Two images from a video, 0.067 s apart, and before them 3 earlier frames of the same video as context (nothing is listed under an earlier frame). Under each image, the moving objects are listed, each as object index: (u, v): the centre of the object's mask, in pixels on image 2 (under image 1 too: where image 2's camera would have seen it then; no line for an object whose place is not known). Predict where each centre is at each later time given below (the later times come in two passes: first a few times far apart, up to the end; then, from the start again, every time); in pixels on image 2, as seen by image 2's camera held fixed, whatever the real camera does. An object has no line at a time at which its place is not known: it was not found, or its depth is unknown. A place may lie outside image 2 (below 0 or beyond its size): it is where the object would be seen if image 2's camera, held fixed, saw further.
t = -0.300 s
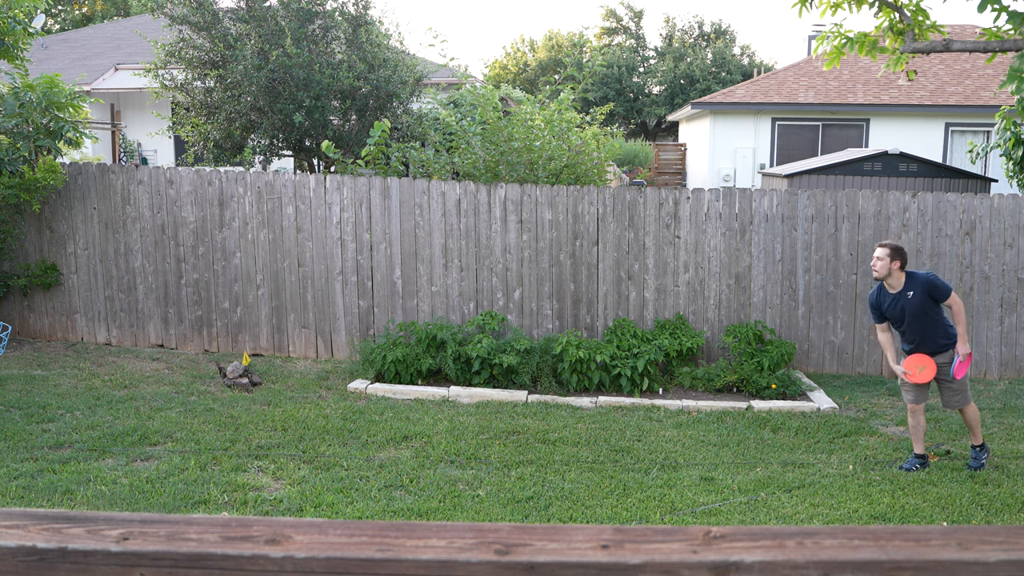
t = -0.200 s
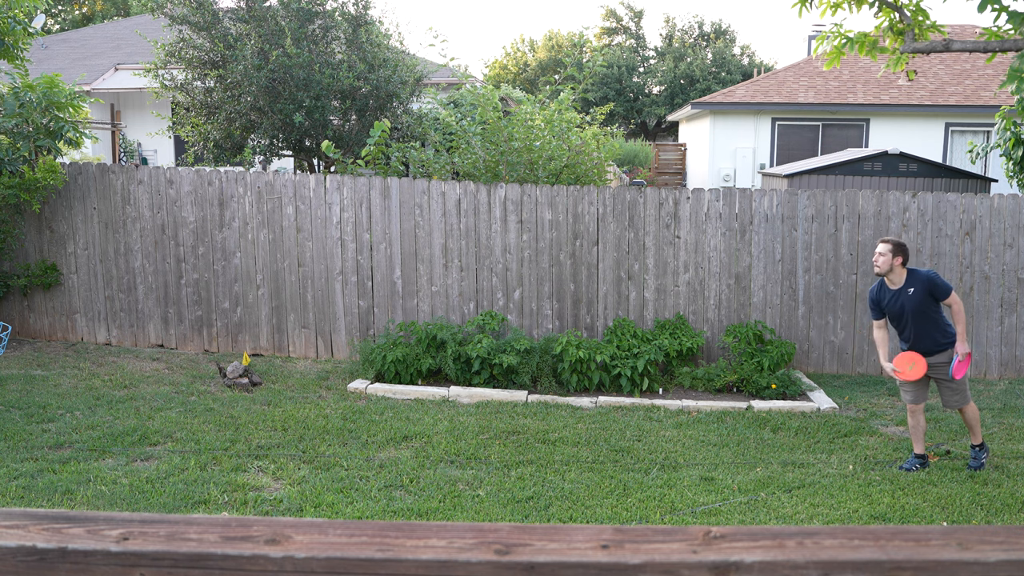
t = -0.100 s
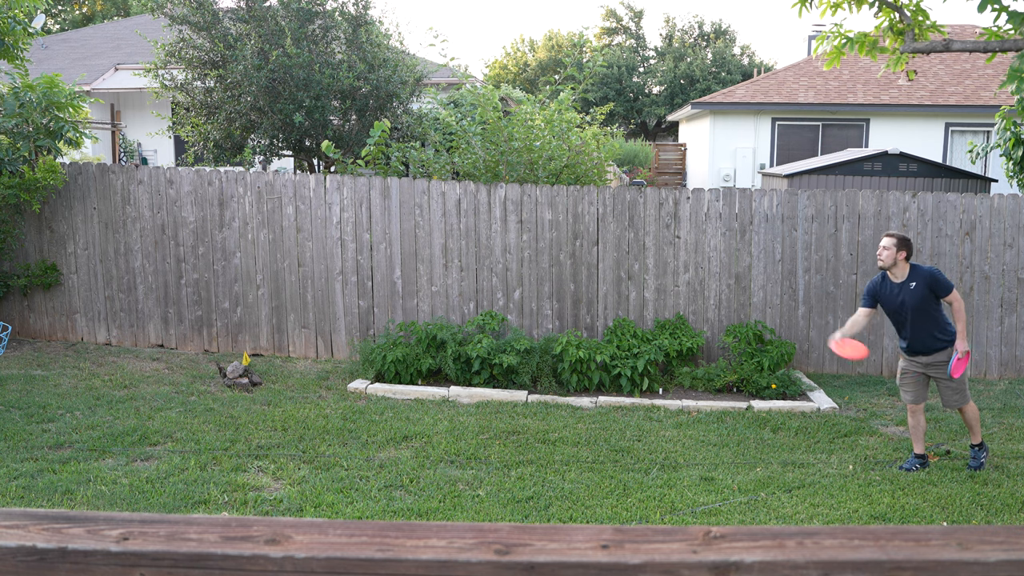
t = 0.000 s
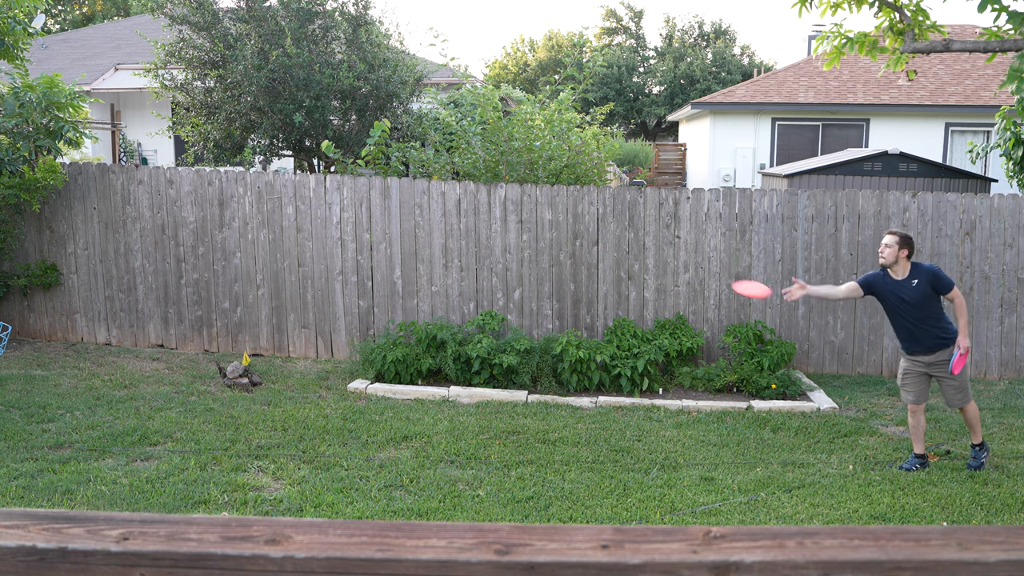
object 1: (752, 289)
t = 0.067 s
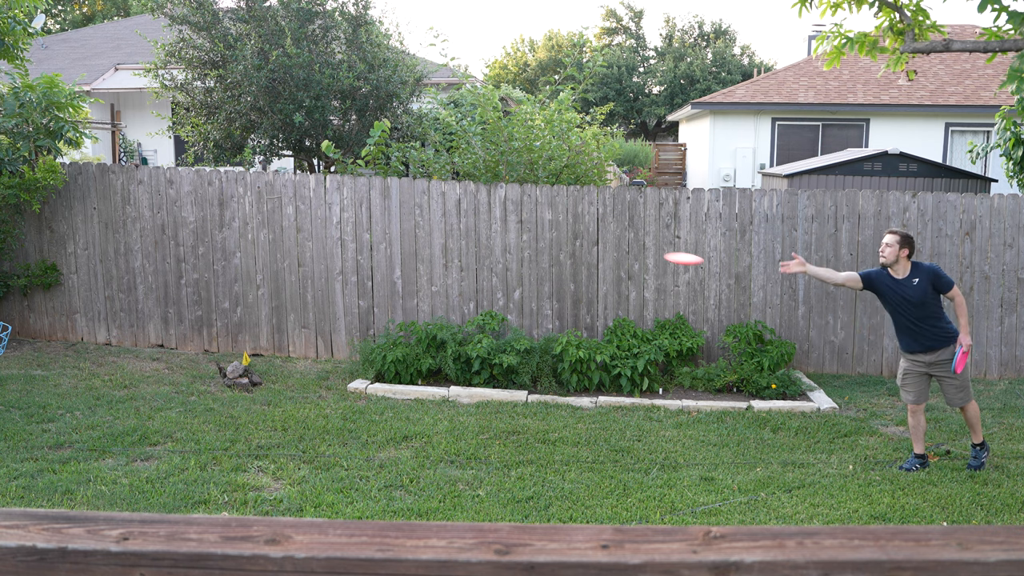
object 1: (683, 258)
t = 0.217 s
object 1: (526, 220)
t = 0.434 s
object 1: (302, 230)
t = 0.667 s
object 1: (78, 301)
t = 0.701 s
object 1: (48, 314)
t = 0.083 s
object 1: (665, 251)
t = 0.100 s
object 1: (648, 246)
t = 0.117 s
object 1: (632, 241)
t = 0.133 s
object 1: (614, 236)
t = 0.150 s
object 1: (596, 232)
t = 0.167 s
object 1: (579, 228)
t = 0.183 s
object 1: (561, 225)
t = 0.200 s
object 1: (544, 222)
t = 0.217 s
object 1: (526, 220)
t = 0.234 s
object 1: (509, 218)
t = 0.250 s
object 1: (491, 217)
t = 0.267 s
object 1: (473, 216)
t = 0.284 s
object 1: (456, 216)
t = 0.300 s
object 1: (438, 216)
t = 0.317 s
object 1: (421, 216)
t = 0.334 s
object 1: (404, 217)
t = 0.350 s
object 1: (387, 218)
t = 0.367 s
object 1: (370, 220)
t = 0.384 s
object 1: (353, 222)
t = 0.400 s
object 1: (336, 224)
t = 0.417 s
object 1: (319, 227)
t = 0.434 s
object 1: (302, 230)
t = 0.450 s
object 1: (285, 234)
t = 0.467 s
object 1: (269, 237)
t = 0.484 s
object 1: (253, 241)
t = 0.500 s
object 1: (236, 246)
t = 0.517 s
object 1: (220, 250)
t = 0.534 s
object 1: (203, 255)
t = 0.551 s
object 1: (188, 260)
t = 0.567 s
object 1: (172, 265)
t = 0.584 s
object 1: (156, 270)
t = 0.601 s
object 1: (141, 276)
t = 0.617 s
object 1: (125, 282)
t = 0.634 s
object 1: (109, 288)
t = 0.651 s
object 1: (94, 294)
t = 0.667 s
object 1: (78, 301)
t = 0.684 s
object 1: (63, 307)
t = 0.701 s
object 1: (48, 314)
